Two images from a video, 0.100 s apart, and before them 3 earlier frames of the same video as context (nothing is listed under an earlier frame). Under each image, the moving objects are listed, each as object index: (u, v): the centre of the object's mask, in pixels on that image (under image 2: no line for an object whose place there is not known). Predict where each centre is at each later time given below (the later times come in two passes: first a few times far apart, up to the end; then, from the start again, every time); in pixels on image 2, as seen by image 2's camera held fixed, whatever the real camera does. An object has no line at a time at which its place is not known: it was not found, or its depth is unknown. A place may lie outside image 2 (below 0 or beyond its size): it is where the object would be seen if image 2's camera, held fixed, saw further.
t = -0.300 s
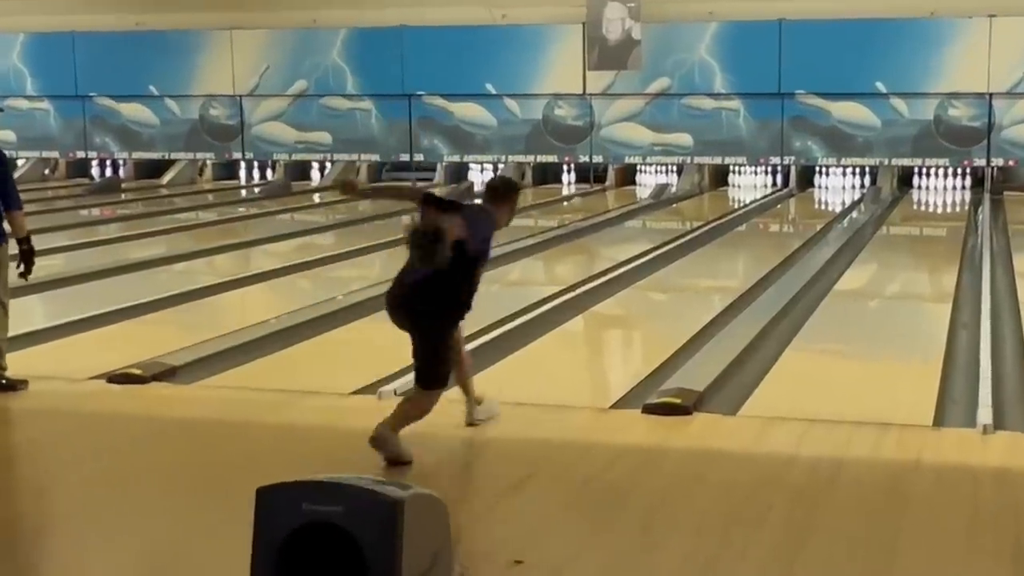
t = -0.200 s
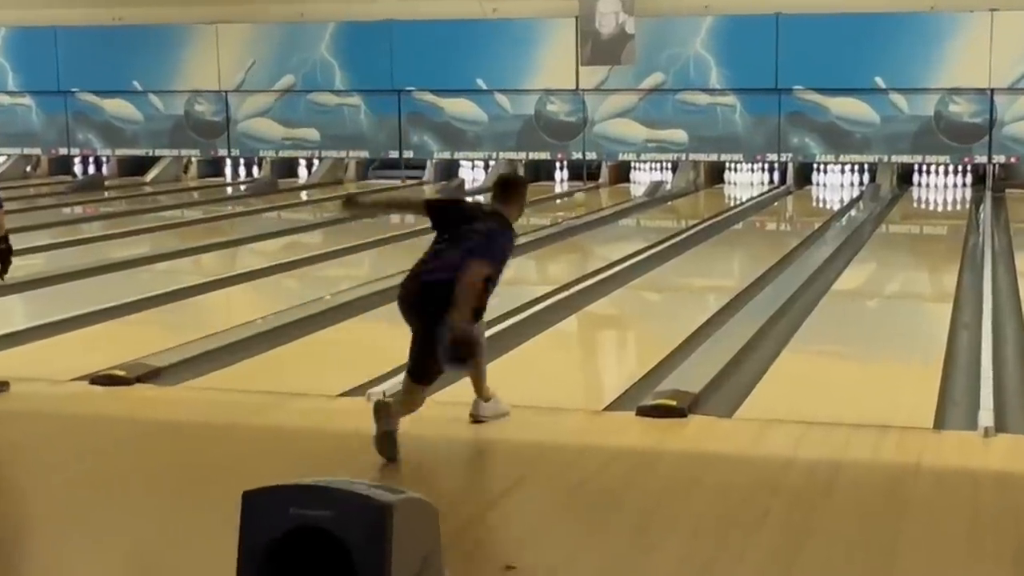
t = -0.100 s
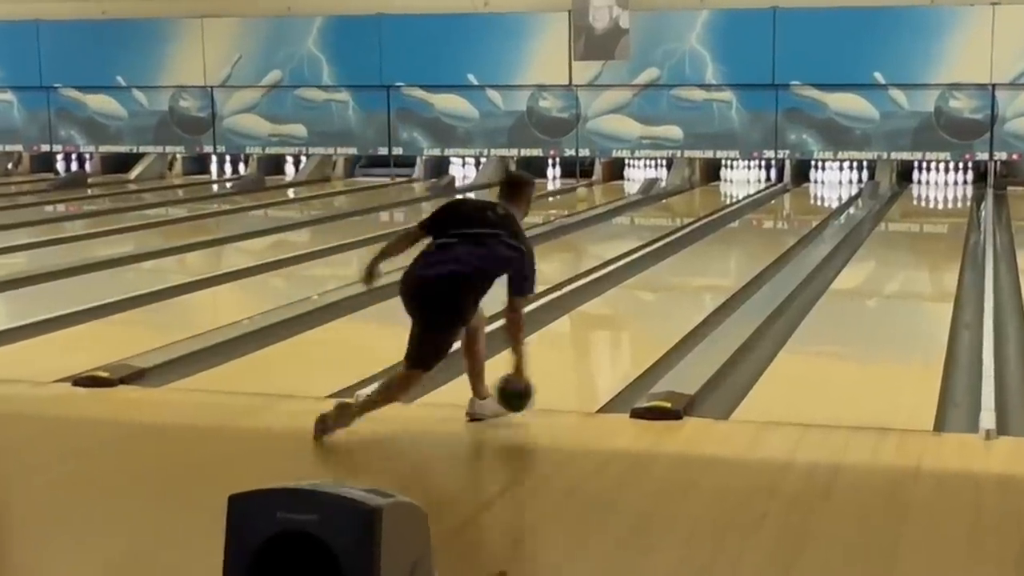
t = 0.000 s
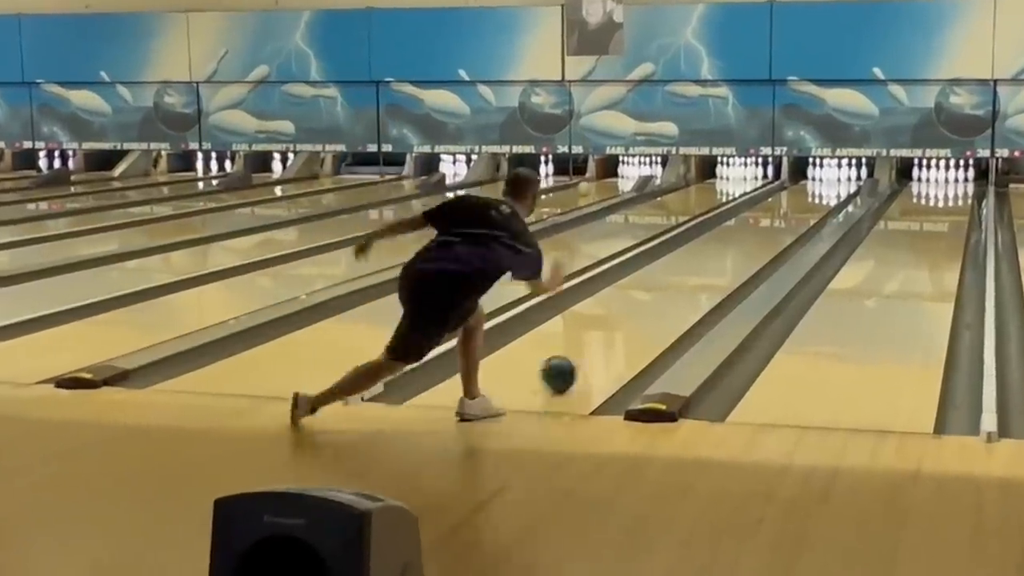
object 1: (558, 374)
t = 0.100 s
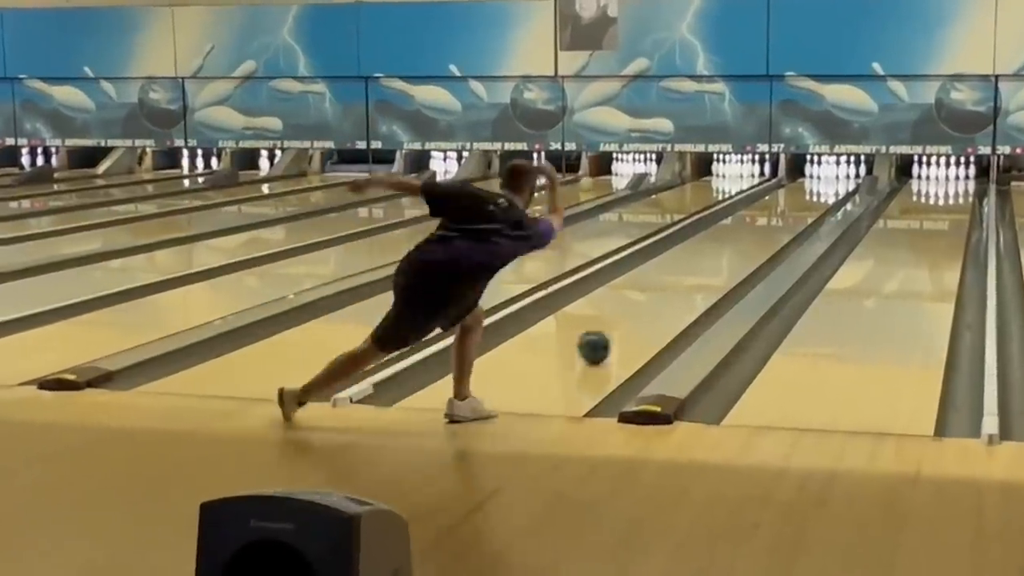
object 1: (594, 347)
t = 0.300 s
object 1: (656, 303)
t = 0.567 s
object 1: (716, 262)
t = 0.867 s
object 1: (761, 232)
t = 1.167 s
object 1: (792, 210)
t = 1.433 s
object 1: (811, 195)
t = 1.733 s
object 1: (824, 181)
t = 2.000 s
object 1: (829, 173)
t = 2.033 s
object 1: (829, 172)
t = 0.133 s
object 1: (606, 339)
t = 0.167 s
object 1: (617, 331)
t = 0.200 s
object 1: (628, 323)
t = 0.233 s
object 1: (638, 316)
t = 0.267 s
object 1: (647, 309)
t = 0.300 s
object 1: (656, 303)
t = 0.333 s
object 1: (665, 296)
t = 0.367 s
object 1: (674, 291)
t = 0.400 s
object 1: (682, 285)
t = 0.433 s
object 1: (689, 280)
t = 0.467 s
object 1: (696, 275)
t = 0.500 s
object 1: (703, 271)
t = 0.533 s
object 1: (709, 266)
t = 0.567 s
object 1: (716, 262)
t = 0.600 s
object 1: (722, 258)
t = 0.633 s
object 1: (727, 255)
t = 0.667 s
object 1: (733, 251)
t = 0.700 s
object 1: (738, 248)
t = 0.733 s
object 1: (743, 244)
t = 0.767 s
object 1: (748, 241)
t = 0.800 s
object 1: (752, 238)
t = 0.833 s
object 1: (757, 234)
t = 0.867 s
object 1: (761, 232)
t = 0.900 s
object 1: (765, 229)
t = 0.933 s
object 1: (769, 226)
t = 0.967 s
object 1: (773, 224)
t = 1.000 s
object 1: (776, 221)
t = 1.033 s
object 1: (780, 219)
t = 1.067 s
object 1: (783, 216)
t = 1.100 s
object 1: (786, 214)
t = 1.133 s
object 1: (789, 212)
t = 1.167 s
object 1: (792, 210)
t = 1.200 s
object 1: (795, 208)
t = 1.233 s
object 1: (797, 206)
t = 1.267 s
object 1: (800, 203)
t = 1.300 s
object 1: (803, 201)
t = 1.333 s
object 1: (805, 200)
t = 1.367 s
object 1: (807, 199)
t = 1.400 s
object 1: (809, 196)
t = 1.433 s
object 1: (811, 195)
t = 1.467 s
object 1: (813, 192)
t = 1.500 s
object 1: (815, 191)
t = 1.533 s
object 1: (815, 190)
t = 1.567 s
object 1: (818, 188)
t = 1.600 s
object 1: (819, 187)
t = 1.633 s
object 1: (820, 185)
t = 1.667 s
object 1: (823, 183)
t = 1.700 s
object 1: (823, 182)
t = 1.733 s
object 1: (824, 181)
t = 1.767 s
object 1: (825, 180)
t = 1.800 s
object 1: (826, 179)
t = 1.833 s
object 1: (827, 178)
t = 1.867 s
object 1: (828, 177)
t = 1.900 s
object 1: (828, 176)
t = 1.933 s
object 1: (828, 175)
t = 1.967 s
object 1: (829, 174)
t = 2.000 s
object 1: (829, 173)
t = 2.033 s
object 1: (829, 172)
